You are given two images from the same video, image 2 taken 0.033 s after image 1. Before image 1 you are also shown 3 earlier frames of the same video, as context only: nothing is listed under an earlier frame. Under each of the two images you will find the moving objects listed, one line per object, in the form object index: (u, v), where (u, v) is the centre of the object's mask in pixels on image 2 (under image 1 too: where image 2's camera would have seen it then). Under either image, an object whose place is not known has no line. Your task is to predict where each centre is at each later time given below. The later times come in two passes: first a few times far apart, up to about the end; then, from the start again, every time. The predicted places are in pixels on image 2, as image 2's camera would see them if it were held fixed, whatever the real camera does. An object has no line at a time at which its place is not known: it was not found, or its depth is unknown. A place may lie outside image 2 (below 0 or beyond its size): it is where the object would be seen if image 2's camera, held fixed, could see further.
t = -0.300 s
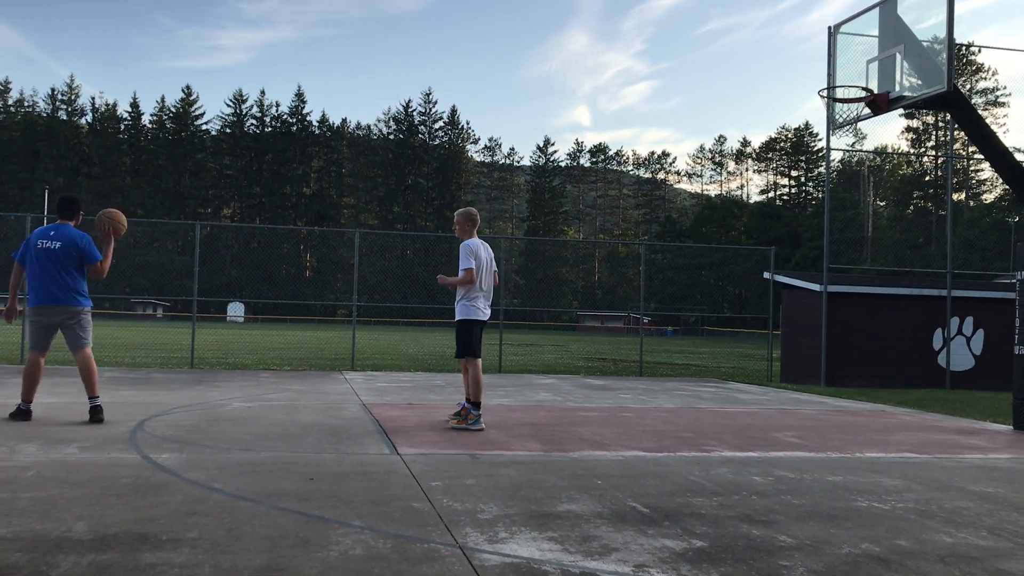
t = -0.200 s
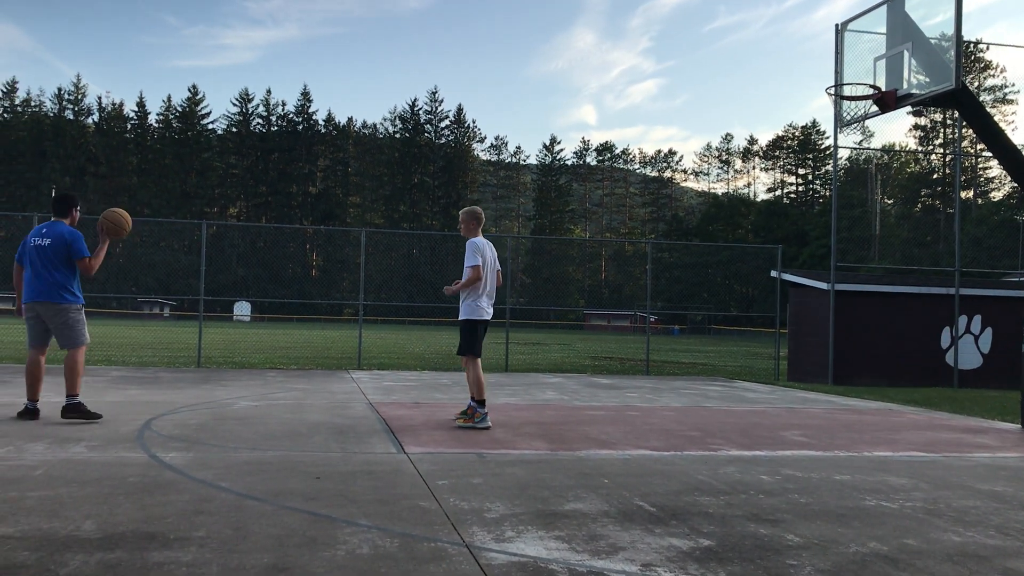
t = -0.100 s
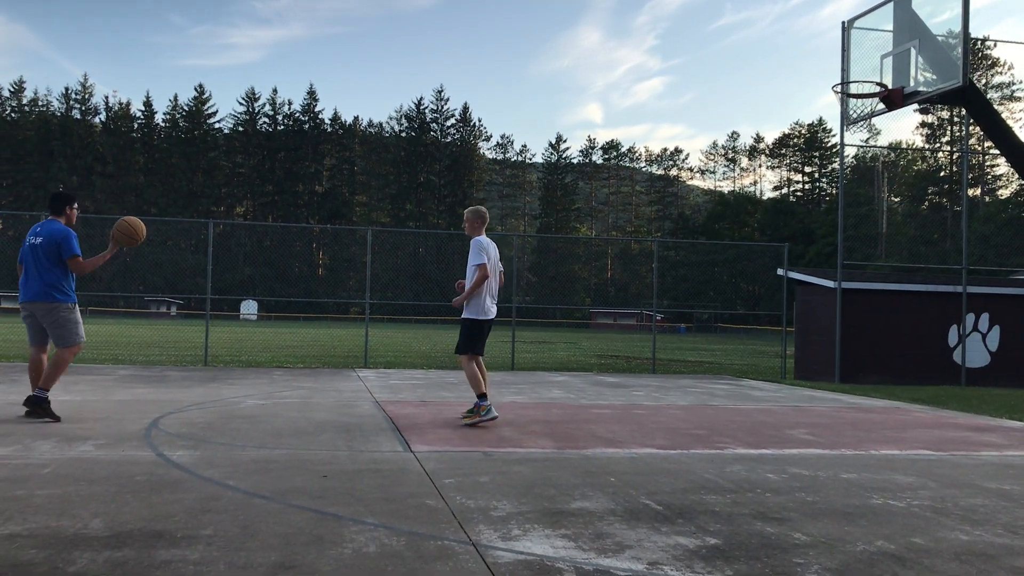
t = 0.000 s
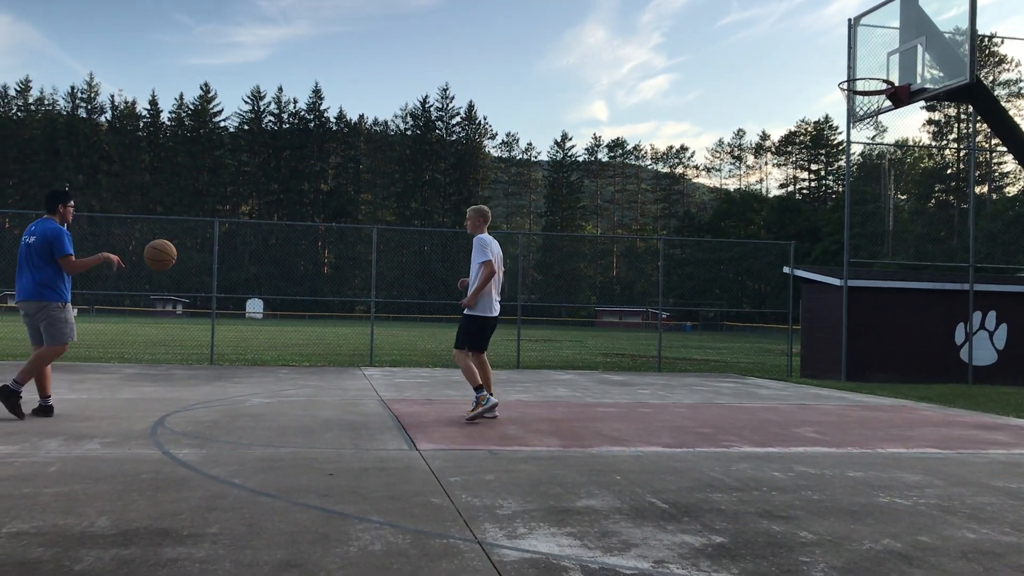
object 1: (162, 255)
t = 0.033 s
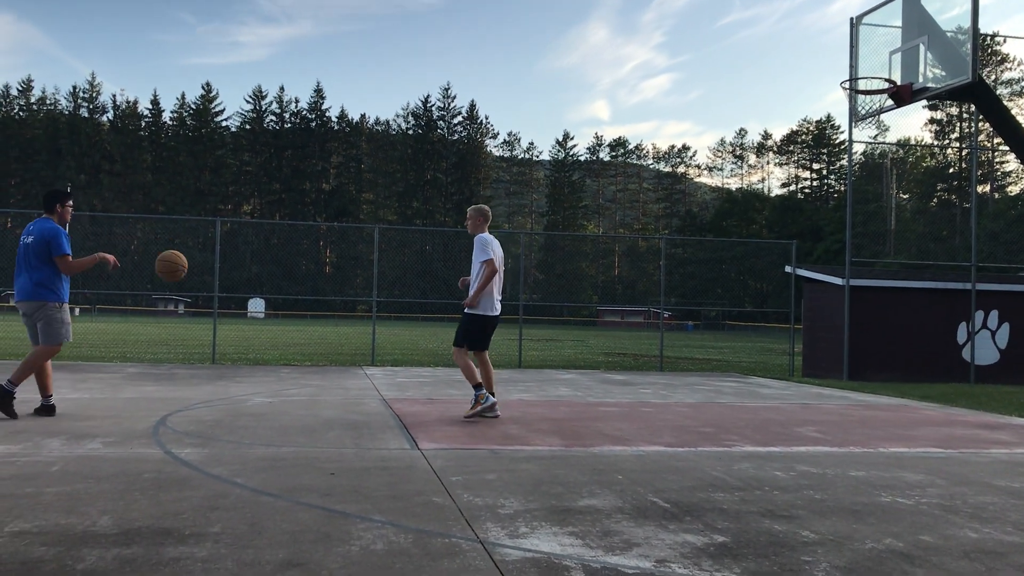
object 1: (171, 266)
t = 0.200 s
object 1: (217, 345)
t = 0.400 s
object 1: (255, 359)
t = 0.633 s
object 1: (283, 284)
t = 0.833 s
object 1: (305, 273)
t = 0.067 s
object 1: (180, 278)
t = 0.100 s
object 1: (190, 293)
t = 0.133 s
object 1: (199, 308)
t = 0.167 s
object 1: (208, 326)
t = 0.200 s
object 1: (217, 345)
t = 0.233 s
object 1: (225, 364)
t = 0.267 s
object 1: (234, 386)
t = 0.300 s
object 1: (242, 409)
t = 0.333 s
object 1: (246, 393)
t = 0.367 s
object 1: (251, 375)
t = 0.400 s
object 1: (255, 359)
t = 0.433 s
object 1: (260, 344)
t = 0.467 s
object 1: (263, 331)
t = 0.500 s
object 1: (268, 319)
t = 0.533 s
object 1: (271, 308)
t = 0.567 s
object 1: (275, 298)
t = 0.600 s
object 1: (279, 290)
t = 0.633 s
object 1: (283, 284)
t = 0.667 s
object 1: (286, 278)
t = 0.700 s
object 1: (290, 275)
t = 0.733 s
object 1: (294, 273)
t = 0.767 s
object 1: (298, 271)
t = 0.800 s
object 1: (301, 272)
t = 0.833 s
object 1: (305, 273)
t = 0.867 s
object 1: (308, 277)
